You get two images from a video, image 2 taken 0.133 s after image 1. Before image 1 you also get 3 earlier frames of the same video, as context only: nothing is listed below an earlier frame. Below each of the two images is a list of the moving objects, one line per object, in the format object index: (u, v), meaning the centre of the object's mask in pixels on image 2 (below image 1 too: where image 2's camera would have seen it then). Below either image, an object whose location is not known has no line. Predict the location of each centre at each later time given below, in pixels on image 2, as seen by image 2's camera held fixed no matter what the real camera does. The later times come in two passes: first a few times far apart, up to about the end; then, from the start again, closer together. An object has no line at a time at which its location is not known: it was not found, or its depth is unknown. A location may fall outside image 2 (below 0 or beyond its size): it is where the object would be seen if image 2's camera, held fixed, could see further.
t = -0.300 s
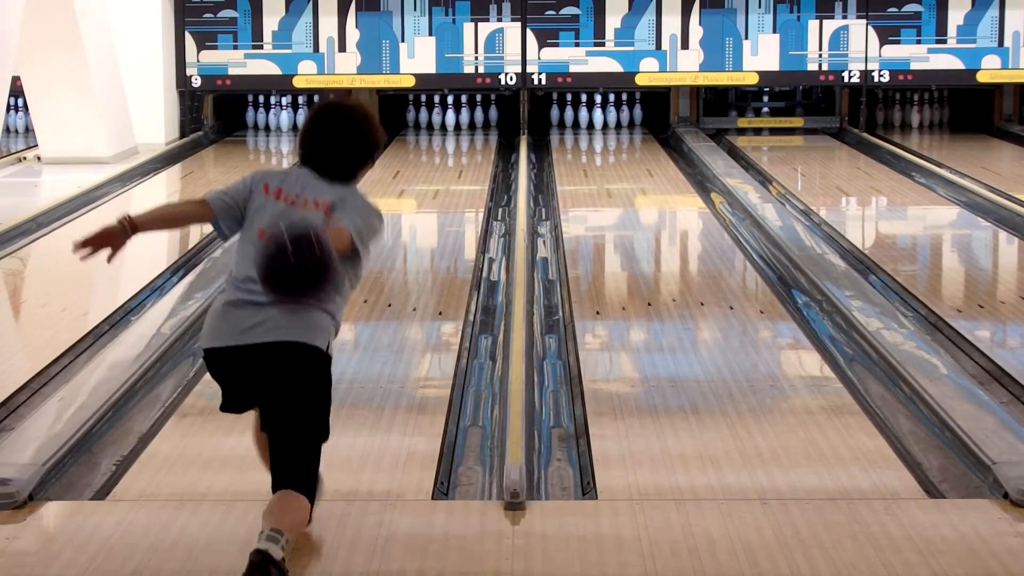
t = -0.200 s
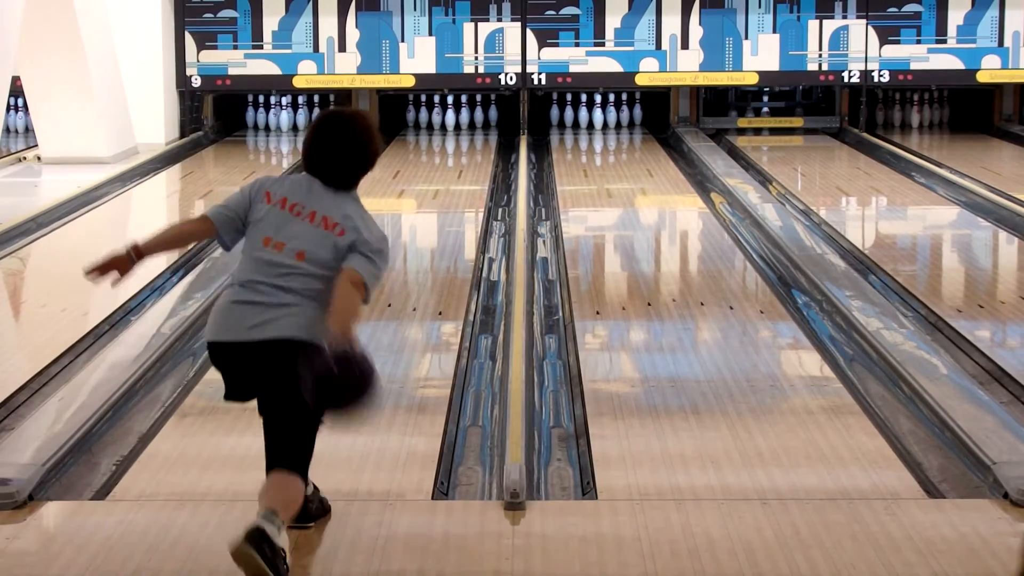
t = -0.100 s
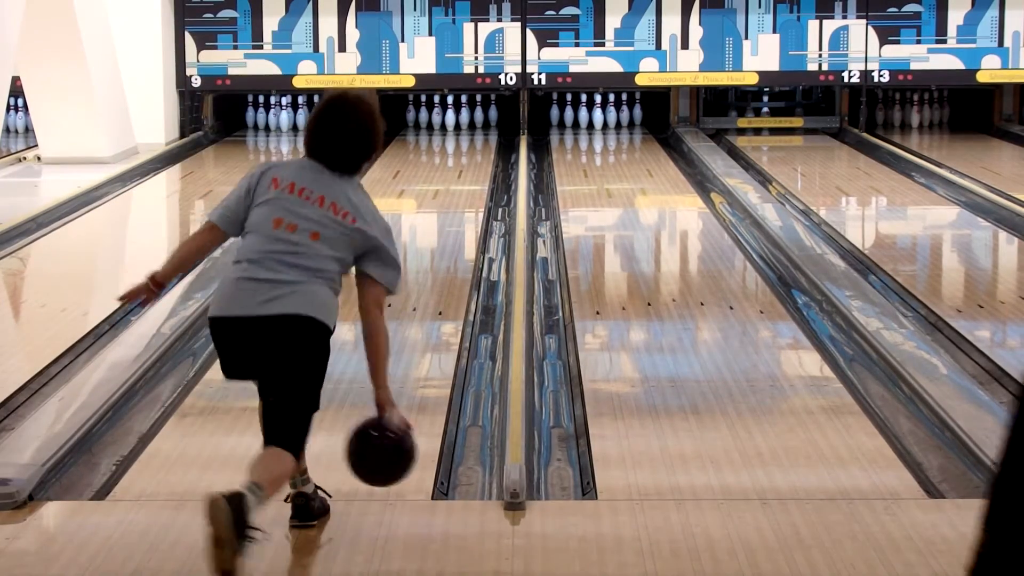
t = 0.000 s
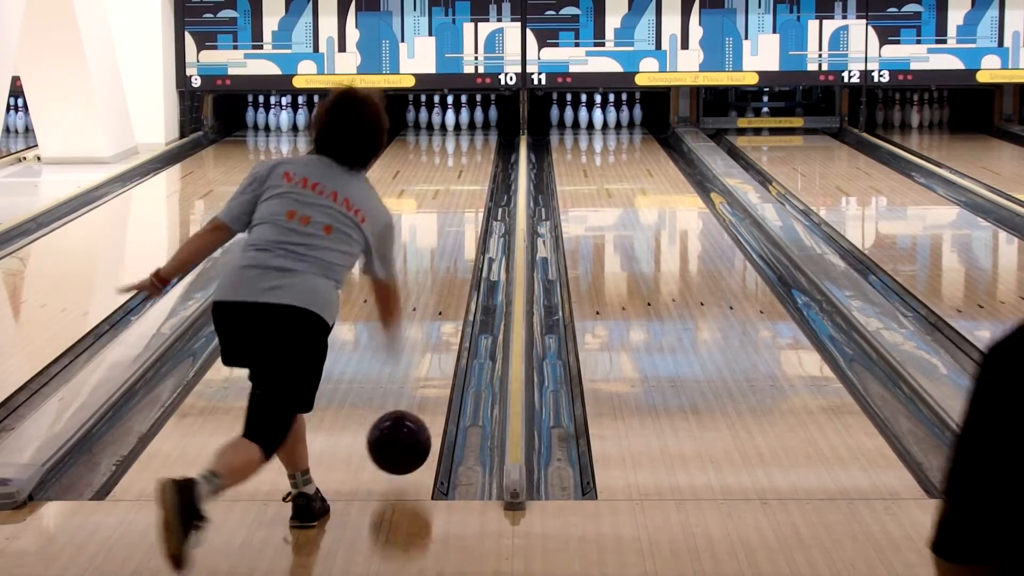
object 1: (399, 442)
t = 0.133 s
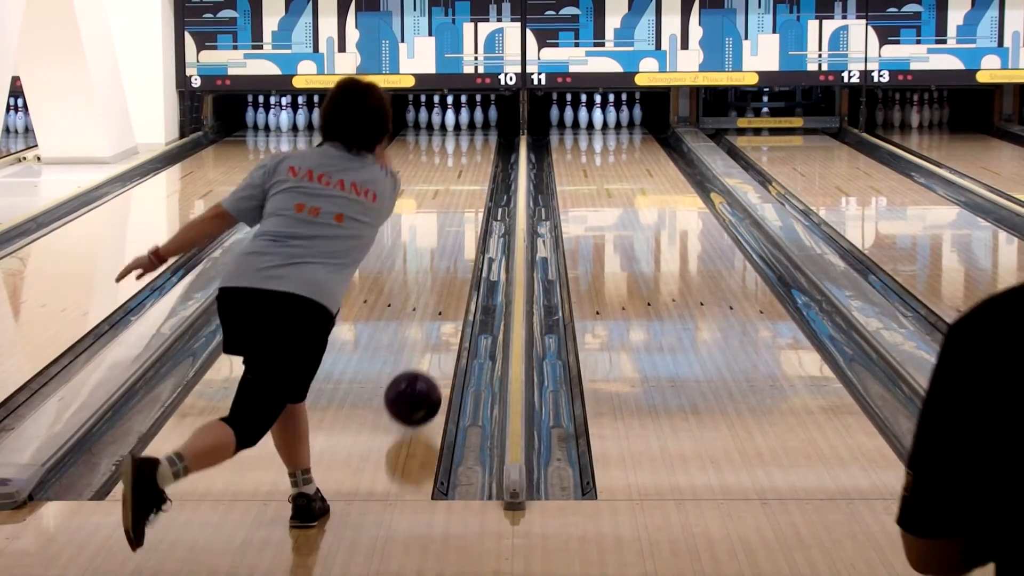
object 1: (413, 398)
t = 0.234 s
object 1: (421, 370)
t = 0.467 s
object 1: (436, 311)
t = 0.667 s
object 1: (446, 273)
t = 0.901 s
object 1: (454, 238)
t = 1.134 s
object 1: (459, 211)
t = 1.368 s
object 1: (463, 189)
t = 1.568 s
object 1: (466, 174)
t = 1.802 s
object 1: (468, 158)
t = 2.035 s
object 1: (468, 145)
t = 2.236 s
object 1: (476, 138)
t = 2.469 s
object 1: (464, 127)
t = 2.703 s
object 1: (459, 121)
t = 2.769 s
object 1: (459, 120)
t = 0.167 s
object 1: (416, 391)
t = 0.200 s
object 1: (418, 380)
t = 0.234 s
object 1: (421, 370)
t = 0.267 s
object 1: (424, 360)
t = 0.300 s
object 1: (426, 351)
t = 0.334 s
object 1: (428, 342)
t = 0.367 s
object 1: (431, 333)
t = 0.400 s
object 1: (433, 325)
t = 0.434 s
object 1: (435, 318)
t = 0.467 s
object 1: (436, 311)
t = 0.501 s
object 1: (438, 304)
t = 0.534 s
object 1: (440, 297)
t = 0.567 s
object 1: (442, 291)
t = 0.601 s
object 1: (443, 285)
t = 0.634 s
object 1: (444, 279)
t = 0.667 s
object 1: (446, 273)
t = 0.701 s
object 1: (447, 267)
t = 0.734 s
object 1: (448, 262)
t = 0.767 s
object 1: (449, 257)
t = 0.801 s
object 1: (450, 252)
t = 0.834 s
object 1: (452, 247)
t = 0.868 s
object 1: (453, 243)
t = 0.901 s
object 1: (454, 238)
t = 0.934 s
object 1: (454, 234)
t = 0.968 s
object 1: (455, 229)
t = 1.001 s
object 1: (456, 225)
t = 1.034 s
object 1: (457, 222)
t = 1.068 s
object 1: (458, 218)
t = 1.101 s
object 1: (459, 214)
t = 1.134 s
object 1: (459, 211)
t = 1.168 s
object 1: (460, 207)
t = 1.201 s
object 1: (461, 204)
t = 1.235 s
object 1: (461, 201)
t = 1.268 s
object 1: (462, 198)
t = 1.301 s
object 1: (462, 194)
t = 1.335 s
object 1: (463, 192)
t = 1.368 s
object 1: (463, 189)
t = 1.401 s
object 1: (464, 186)
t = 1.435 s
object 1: (464, 183)
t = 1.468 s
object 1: (465, 181)
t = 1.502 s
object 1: (465, 178)
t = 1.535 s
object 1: (466, 176)
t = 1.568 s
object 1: (466, 174)
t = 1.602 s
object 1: (466, 171)
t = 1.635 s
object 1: (466, 169)
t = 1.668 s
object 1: (467, 167)
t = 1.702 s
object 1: (467, 165)
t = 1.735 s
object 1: (467, 162)
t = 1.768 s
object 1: (468, 160)
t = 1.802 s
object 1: (468, 158)
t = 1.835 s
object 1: (468, 156)
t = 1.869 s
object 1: (468, 154)
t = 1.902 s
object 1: (469, 152)
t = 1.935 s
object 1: (469, 150)
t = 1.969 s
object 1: (468, 148)
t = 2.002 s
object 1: (468, 147)
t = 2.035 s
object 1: (468, 145)
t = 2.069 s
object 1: (468, 143)
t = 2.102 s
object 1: (468, 142)
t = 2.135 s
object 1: (468, 140)
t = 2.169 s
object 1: (469, 140)
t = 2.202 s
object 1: (473, 139)
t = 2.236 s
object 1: (476, 138)
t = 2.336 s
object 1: (463, 130)
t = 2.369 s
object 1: (465, 131)
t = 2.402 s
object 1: (464, 130)
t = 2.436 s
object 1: (464, 129)
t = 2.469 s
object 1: (464, 127)
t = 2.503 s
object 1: (463, 127)
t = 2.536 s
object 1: (461, 125)
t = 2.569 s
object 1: (460, 124)
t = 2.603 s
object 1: (459, 123)
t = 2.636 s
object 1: (458, 122)
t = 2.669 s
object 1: (458, 121)
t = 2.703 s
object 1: (459, 121)
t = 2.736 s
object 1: (460, 121)
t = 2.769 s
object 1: (459, 120)
